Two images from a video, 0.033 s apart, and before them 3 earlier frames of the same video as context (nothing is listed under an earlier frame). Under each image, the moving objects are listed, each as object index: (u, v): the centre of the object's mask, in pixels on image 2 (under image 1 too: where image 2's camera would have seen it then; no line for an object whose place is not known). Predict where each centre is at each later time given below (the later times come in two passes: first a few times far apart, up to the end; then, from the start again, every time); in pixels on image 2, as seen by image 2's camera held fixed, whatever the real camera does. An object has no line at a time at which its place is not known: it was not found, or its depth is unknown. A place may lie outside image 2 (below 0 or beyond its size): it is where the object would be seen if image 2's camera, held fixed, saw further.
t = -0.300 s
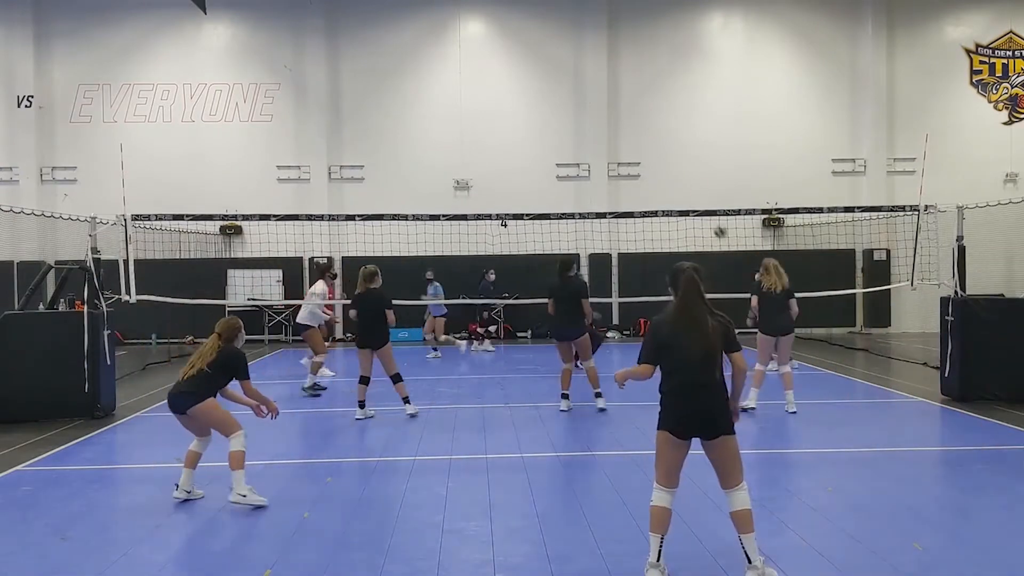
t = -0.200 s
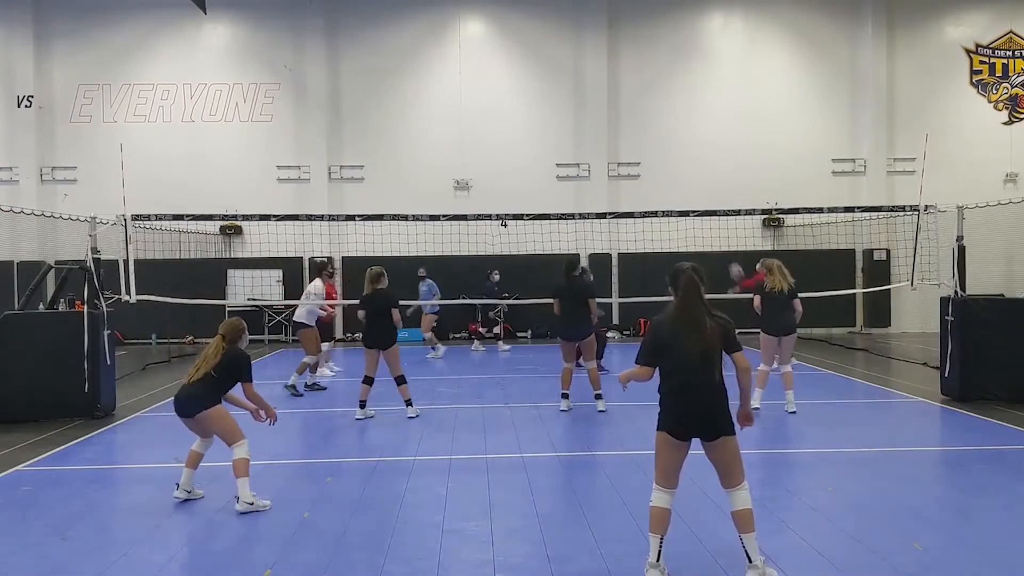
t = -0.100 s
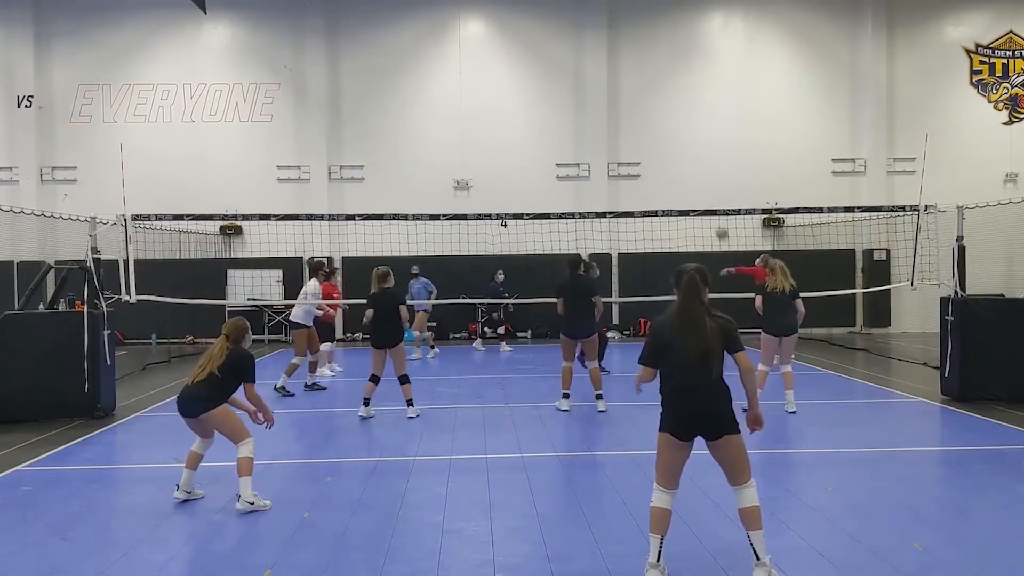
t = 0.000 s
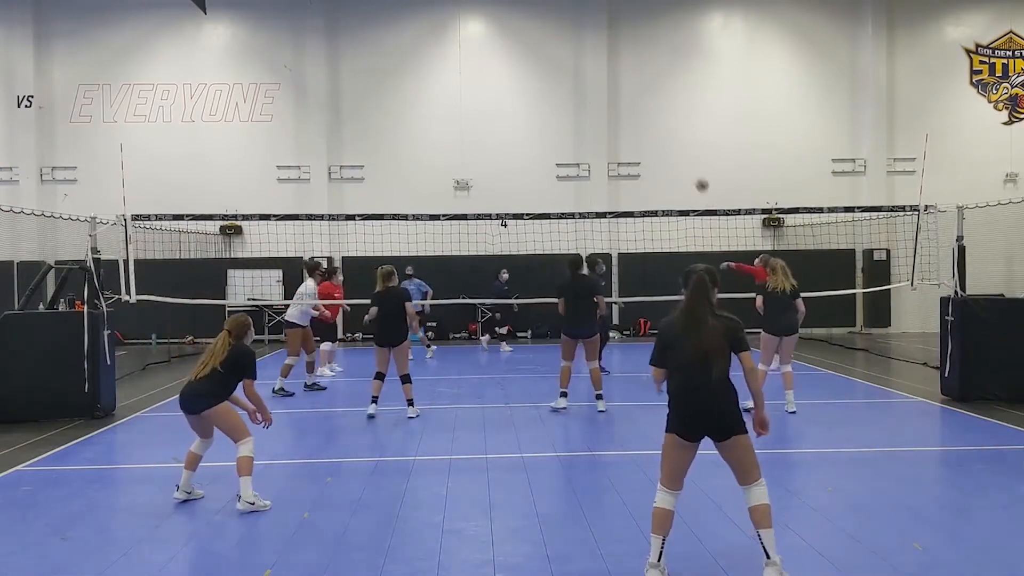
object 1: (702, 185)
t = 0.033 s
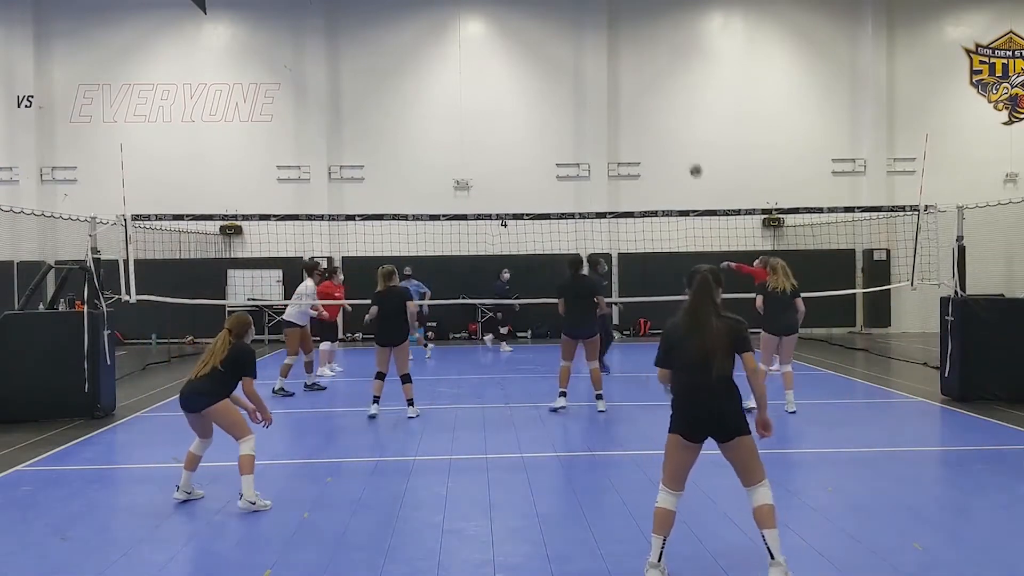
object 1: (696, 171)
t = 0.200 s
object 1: (663, 106)
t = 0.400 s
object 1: (625, 53)
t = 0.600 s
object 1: (587, 25)
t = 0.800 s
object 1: (549, 23)
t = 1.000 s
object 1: (512, 49)
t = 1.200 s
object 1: (477, 102)
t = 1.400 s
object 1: (444, 181)
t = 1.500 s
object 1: (427, 230)
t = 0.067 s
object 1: (689, 156)
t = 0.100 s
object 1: (682, 142)
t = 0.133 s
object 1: (676, 130)
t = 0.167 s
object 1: (669, 117)
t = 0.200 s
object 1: (663, 106)
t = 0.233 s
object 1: (657, 95)
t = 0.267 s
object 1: (650, 86)
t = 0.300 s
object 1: (644, 77)
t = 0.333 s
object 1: (638, 68)
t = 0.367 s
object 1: (631, 59)
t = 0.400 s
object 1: (625, 53)
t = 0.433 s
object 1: (619, 46)
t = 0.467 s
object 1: (613, 40)
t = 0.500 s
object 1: (606, 35)
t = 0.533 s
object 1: (600, 31)
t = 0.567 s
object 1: (594, 27)
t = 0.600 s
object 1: (587, 25)
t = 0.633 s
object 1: (581, 22)
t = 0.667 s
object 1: (574, 21)
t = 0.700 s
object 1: (569, 20)
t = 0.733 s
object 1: (562, 20)
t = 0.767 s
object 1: (556, 21)
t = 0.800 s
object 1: (549, 23)
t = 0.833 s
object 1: (544, 26)
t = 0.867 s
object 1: (537, 29)
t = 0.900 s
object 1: (531, 32)
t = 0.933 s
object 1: (526, 38)
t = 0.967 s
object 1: (519, 43)
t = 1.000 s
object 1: (512, 49)
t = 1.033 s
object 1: (507, 56)
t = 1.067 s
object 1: (501, 64)
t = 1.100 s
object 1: (495, 73)
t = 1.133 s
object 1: (489, 81)
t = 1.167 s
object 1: (483, 91)
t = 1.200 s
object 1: (477, 102)
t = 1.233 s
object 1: (471, 113)
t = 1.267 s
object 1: (466, 126)
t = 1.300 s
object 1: (460, 139)
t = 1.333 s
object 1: (454, 153)
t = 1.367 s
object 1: (449, 167)
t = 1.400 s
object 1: (444, 181)
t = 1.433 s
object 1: (438, 197)
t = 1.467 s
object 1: (433, 211)
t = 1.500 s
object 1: (427, 230)
